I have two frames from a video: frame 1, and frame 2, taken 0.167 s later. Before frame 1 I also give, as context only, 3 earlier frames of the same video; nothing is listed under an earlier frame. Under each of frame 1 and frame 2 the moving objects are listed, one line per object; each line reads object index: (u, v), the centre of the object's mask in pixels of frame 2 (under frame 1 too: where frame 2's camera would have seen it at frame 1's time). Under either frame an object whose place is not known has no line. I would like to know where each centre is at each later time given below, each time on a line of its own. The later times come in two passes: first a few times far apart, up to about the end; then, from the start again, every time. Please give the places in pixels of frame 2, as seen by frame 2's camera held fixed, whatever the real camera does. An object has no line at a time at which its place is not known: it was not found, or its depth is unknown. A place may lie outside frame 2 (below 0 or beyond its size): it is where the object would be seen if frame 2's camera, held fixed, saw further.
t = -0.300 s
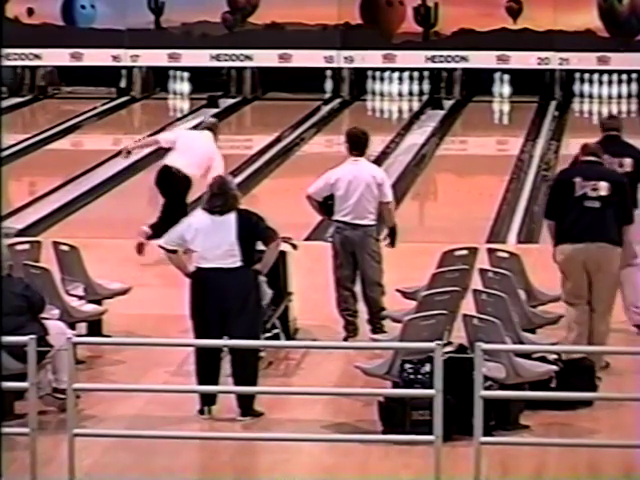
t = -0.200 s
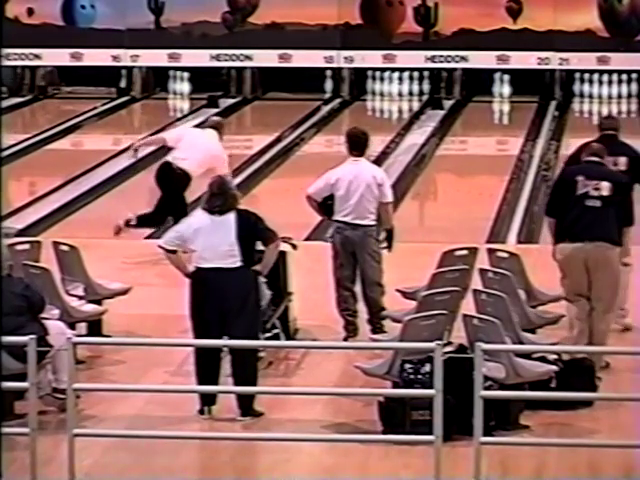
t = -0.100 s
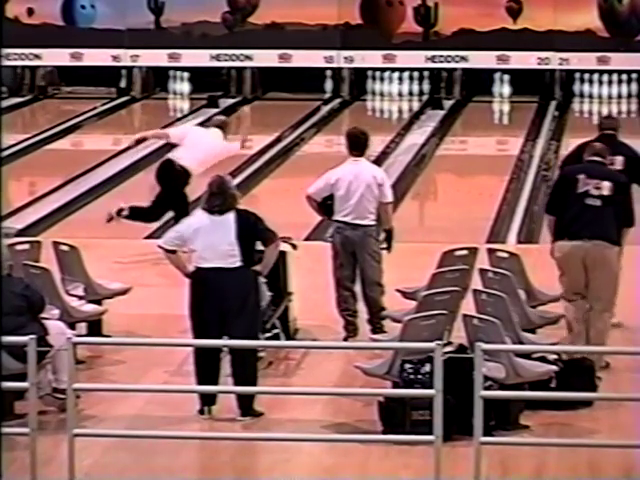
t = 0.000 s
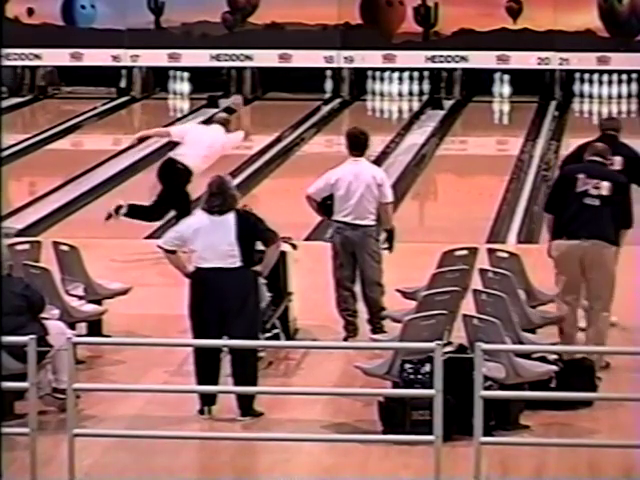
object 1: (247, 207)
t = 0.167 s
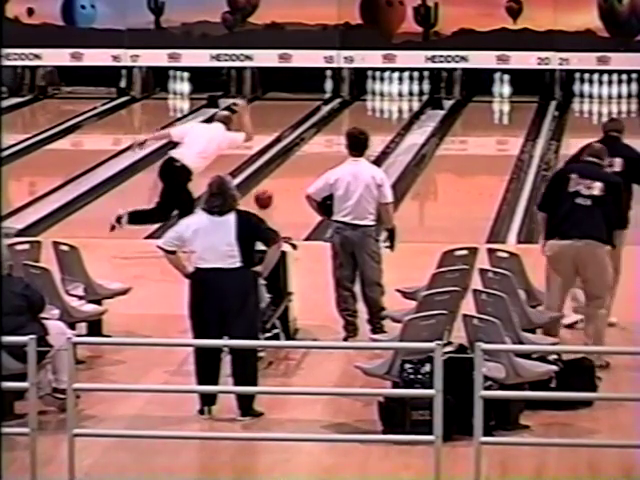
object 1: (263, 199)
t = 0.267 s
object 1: (274, 191)
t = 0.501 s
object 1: (298, 174)
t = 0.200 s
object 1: (267, 196)
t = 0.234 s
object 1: (271, 193)
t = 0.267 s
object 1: (274, 191)
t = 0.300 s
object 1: (278, 189)
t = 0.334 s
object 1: (282, 186)
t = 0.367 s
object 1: (285, 184)
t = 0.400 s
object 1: (289, 181)
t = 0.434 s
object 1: (292, 179)
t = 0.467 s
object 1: (295, 176)
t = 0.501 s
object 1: (298, 174)
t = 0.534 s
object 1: (301, 171)
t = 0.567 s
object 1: (304, 169)
